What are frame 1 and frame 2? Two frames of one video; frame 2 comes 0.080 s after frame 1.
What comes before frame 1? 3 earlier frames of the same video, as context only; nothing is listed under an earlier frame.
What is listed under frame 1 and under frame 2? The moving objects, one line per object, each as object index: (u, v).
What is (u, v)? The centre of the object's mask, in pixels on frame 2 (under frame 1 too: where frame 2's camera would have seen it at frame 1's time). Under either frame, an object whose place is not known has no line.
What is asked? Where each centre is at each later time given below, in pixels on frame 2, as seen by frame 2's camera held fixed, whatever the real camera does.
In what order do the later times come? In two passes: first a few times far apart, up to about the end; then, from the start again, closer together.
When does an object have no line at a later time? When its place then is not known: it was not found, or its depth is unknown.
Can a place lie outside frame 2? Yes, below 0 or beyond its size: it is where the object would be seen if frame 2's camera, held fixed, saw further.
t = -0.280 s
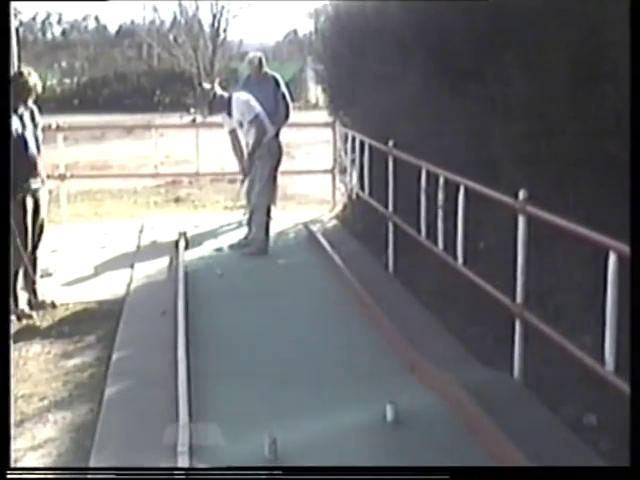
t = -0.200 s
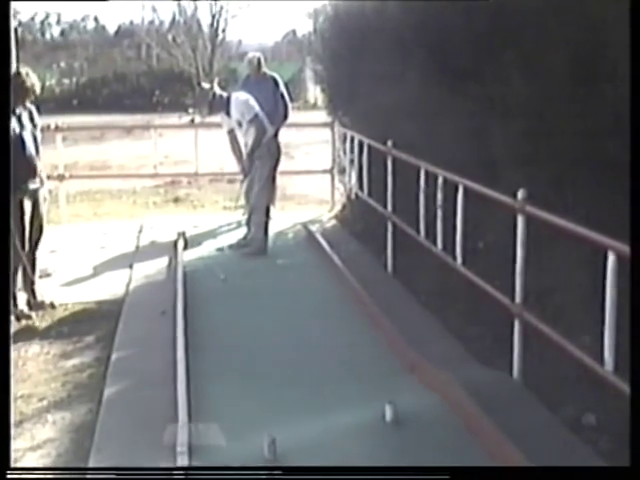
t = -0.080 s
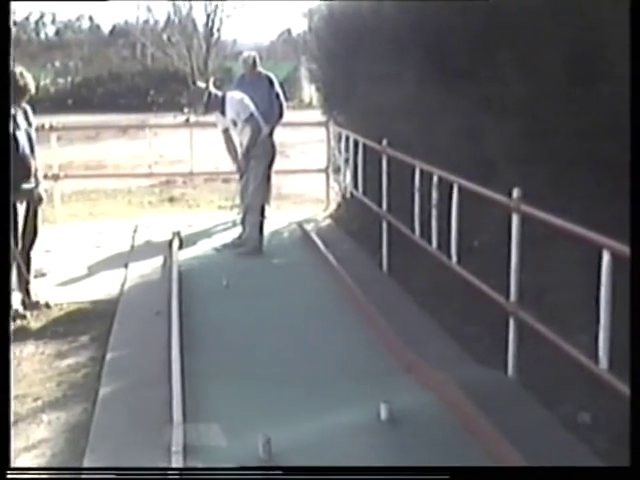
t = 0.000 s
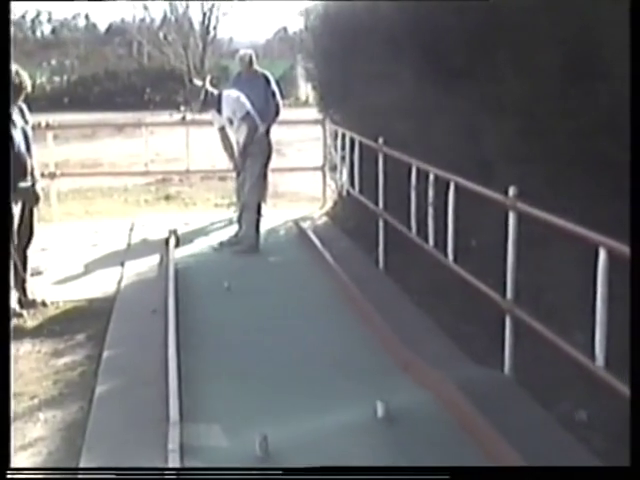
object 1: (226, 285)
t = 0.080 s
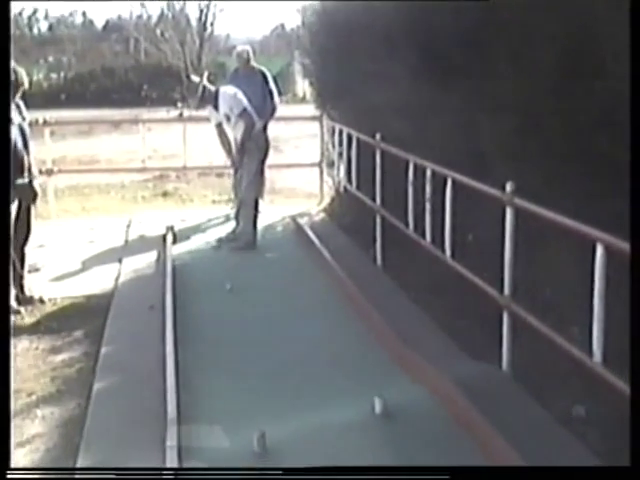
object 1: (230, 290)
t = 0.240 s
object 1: (240, 300)
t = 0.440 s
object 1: (255, 313)
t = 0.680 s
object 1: (275, 331)
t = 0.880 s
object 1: (292, 348)
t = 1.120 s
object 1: (318, 370)
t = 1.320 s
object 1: (339, 386)
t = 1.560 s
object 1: (362, 399)
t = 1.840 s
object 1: (362, 407)
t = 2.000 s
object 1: (341, 408)
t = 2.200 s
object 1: (310, 408)
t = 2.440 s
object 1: (270, 401)
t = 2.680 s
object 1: (231, 390)
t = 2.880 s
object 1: (202, 380)
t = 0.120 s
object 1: (233, 291)
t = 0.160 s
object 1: (235, 295)
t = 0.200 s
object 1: (237, 298)
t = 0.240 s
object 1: (240, 300)
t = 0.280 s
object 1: (243, 303)
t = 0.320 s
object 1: (246, 306)
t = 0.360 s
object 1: (249, 308)
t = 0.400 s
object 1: (252, 311)
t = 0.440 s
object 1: (255, 313)
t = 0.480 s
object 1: (259, 315)
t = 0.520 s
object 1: (261, 318)
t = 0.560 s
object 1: (265, 322)
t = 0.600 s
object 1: (268, 325)
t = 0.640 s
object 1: (271, 328)
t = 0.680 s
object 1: (275, 331)
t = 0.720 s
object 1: (278, 334)
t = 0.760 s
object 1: (282, 338)
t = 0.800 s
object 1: (285, 342)
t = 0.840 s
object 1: (289, 345)
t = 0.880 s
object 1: (292, 348)
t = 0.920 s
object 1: (296, 351)
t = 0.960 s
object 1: (301, 354)
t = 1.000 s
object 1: (305, 358)
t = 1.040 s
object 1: (309, 361)
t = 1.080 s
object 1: (314, 366)
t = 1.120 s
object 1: (318, 370)
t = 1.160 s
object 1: (322, 374)
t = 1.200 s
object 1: (325, 376)
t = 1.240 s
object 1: (330, 380)
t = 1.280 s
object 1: (335, 383)
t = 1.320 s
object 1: (339, 386)
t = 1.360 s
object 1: (343, 389)
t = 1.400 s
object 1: (347, 392)
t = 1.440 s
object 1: (352, 394)
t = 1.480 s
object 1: (356, 396)
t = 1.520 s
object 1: (359, 397)
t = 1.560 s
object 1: (362, 399)
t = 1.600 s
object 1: (364, 400)
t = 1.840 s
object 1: (362, 407)
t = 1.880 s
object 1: (358, 407)
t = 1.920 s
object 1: (353, 407)
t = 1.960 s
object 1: (347, 407)
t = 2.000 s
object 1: (341, 408)
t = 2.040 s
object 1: (336, 409)
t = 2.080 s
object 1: (330, 408)
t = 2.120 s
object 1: (324, 408)
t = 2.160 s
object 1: (317, 408)
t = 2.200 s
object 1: (310, 408)
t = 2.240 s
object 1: (304, 408)
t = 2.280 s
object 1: (297, 407)
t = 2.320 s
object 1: (289, 405)
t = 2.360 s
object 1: (282, 404)
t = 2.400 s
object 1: (277, 402)
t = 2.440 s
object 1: (270, 401)
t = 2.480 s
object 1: (265, 399)
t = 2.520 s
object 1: (256, 397)
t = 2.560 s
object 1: (249, 395)
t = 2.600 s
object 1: (243, 394)
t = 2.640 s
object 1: (236, 392)
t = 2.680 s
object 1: (231, 390)
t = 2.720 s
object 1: (225, 387)
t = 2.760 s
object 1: (219, 386)
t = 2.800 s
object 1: (213, 385)
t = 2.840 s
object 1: (207, 383)
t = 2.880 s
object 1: (202, 380)
